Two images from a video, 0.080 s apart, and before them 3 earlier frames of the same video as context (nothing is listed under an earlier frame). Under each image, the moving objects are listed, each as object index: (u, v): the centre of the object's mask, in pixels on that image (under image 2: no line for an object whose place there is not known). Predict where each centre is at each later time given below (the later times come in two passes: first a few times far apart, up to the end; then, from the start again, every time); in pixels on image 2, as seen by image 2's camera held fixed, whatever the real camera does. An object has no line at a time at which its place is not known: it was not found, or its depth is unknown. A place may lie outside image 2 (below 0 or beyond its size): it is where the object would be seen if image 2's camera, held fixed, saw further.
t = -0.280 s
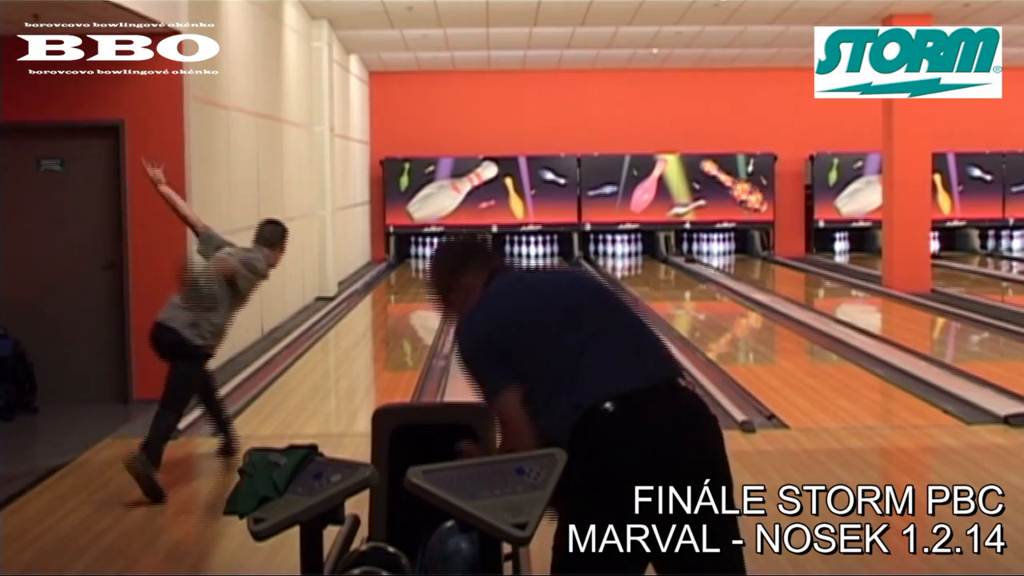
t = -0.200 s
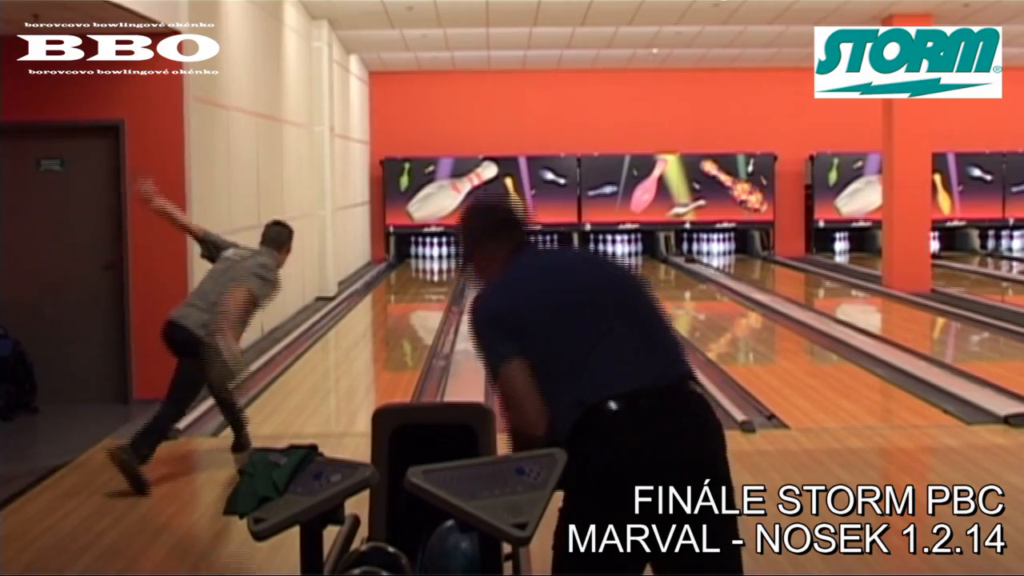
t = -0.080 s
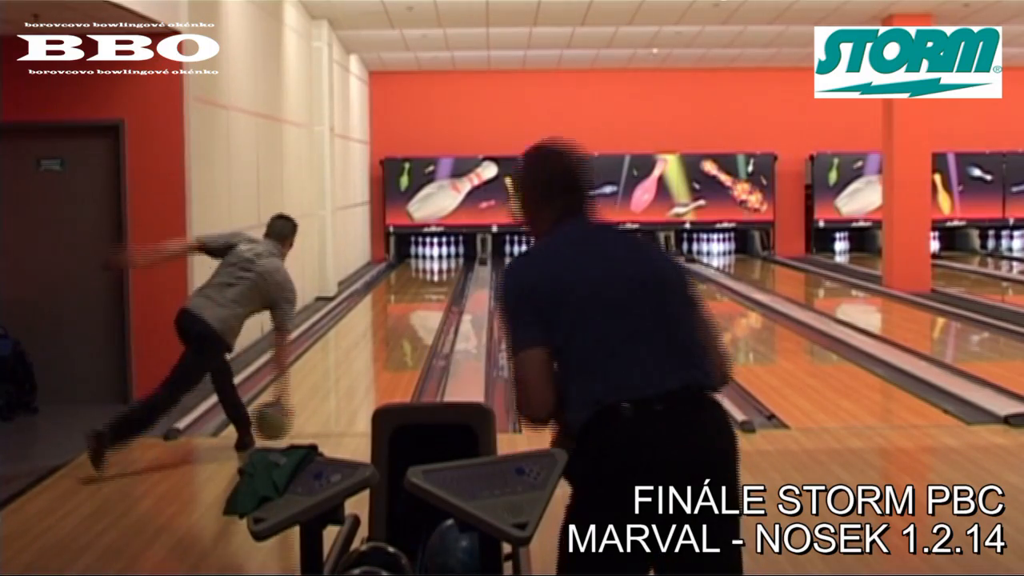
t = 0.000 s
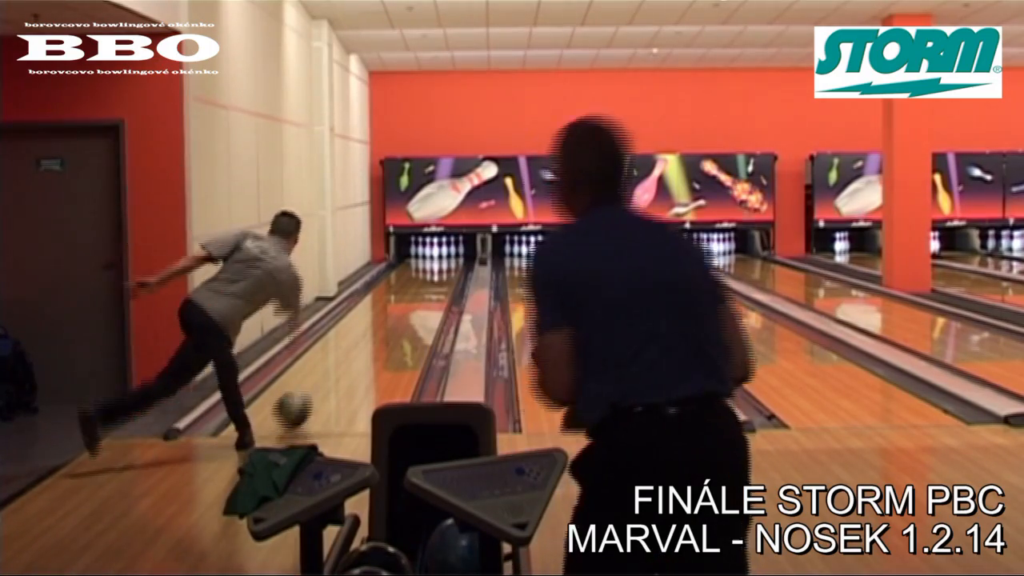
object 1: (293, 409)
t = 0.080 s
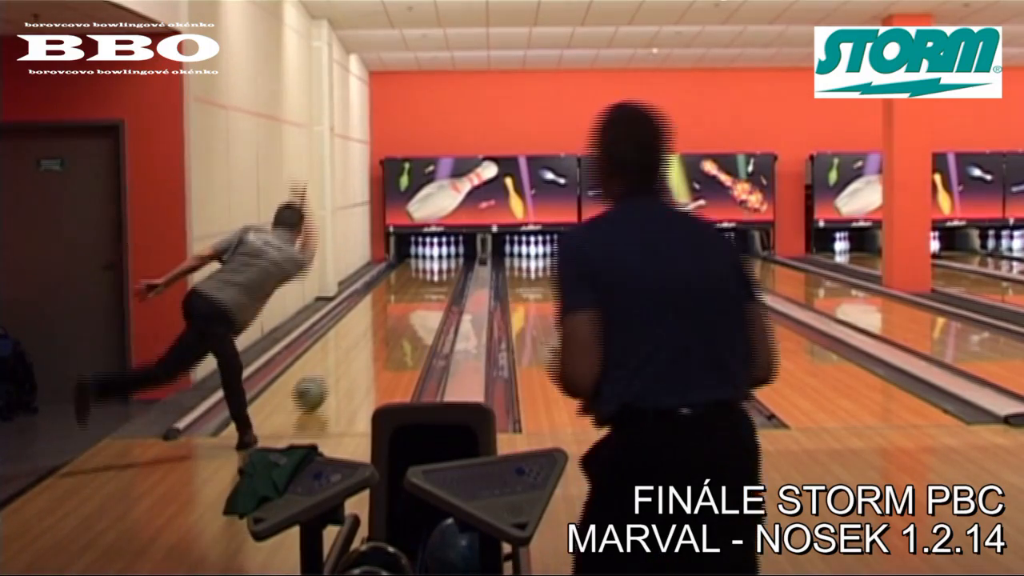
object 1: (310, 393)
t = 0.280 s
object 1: (343, 361)
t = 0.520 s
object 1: (372, 333)
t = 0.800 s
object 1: (395, 310)
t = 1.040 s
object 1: (410, 294)
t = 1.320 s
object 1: (422, 281)
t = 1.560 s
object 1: (430, 273)
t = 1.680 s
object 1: (432, 269)
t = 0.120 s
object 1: (318, 385)
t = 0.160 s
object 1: (325, 379)
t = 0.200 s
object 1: (332, 372)
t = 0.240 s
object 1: (338, 366)
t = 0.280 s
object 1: (343, 361)
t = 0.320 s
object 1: (349, 356)
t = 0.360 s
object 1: (355, 351)
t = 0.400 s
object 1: (359, 346)
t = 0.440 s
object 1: (364, 342)
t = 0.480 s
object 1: (368, 338)
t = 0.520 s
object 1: (372, 333)
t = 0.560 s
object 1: (376, 330)
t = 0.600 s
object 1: (379, 327)
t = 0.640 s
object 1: (384, 323)
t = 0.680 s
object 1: (386, 319)
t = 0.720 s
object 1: (390, 316)
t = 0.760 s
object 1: (392, 314)
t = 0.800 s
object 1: (395, 310)
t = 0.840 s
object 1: (398, 307)
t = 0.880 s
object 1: (400, 304)
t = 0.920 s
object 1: (402, 302)
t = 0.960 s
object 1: (405, 300)
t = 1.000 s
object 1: (408, 297)
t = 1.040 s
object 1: (410, 294)
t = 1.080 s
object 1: (412, 294)
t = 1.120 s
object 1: (415, 291)
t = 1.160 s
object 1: (416, 288)
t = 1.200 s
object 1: (417, 287)
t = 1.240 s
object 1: (418, 285)
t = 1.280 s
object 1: (419, 283)
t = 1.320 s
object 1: (422, 281)
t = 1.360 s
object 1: (423, 280)
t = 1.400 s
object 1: (425, 278)
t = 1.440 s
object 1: (427, 276)
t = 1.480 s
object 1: (431, 274)
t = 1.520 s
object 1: (429, 274)
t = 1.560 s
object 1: (430, 273)
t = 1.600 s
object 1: (431, 272)
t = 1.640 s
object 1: (431, 271)
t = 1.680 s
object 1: (432, 269)
